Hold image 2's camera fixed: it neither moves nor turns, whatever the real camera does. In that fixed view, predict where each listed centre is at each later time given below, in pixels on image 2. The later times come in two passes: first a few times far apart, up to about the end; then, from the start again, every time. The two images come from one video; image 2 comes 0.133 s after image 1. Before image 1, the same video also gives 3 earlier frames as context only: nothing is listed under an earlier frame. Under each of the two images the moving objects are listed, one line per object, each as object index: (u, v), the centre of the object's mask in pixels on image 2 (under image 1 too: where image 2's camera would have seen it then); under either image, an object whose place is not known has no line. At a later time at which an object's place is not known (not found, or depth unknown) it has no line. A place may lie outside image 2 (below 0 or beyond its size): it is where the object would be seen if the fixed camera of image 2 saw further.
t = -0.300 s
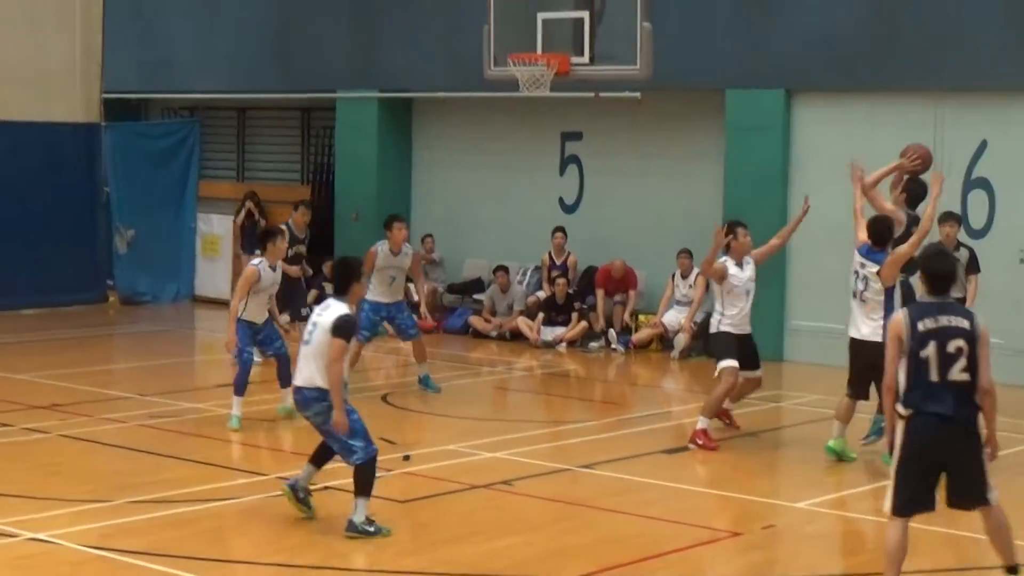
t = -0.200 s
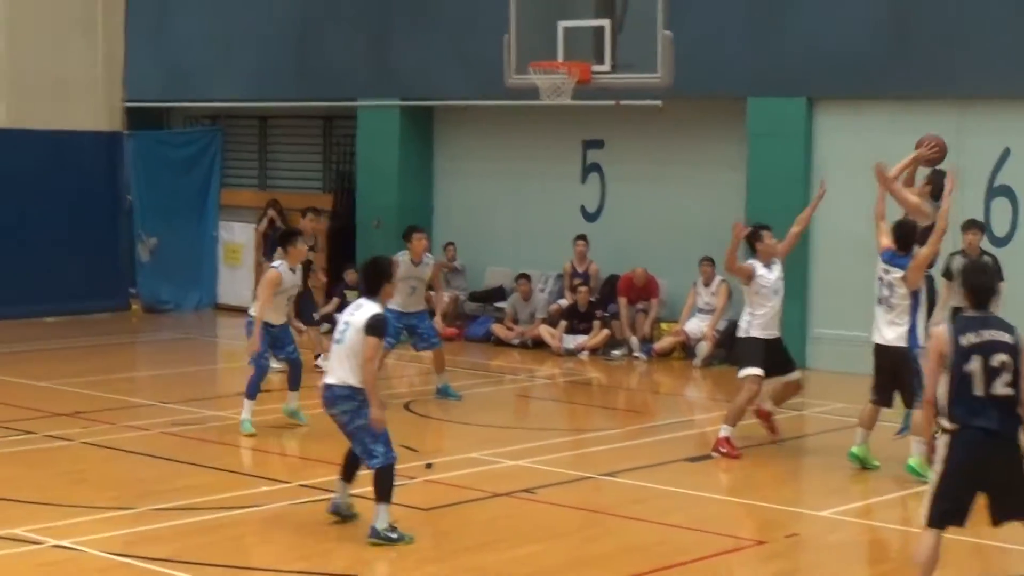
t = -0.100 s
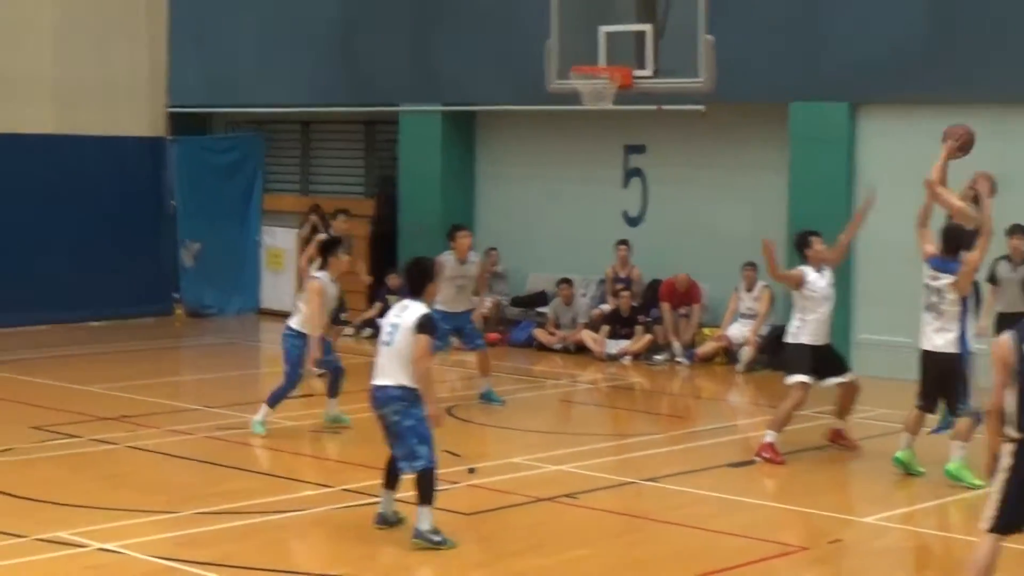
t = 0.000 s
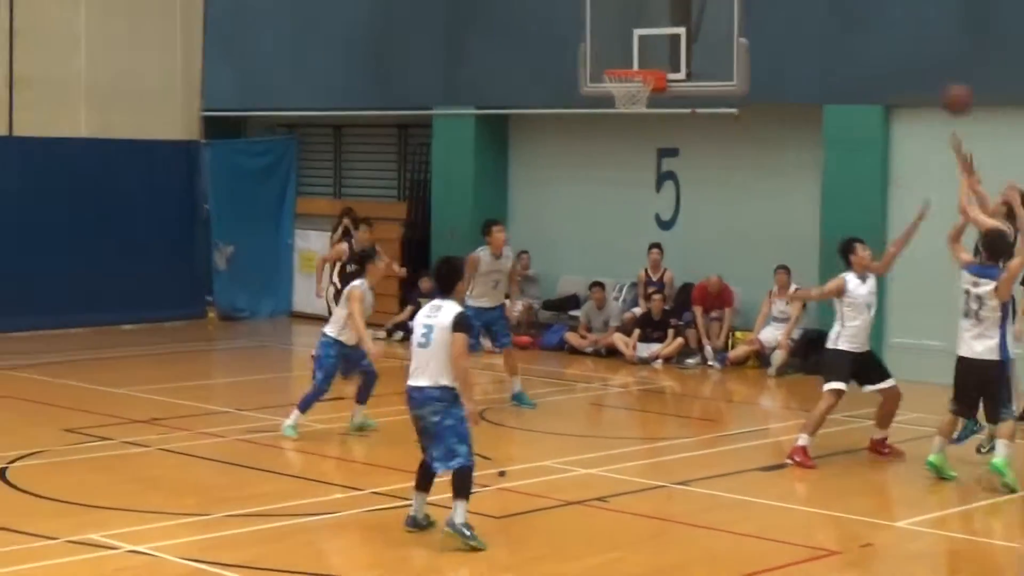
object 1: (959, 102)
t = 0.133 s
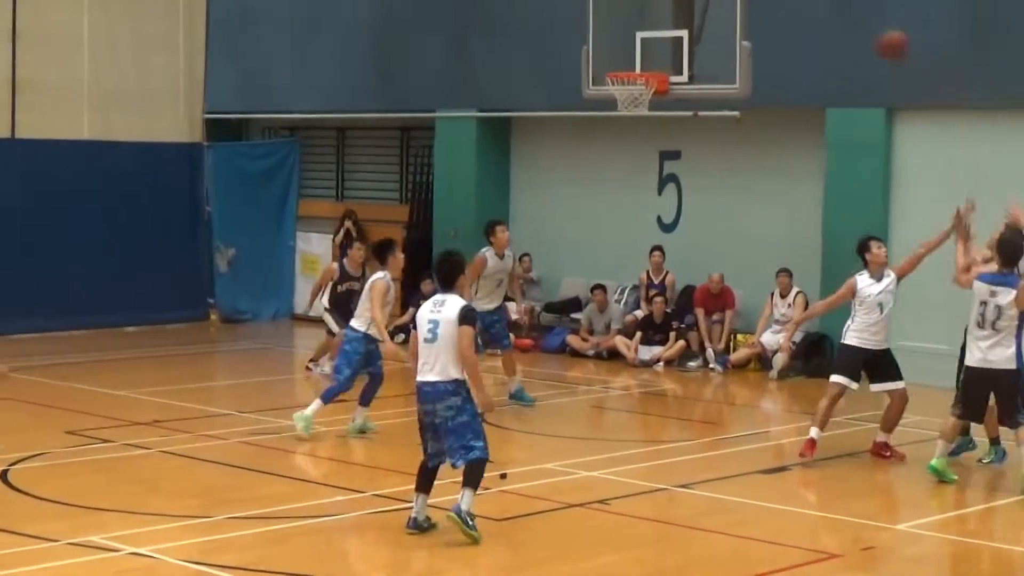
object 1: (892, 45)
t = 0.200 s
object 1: (860, 25)
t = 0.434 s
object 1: (753, 6)
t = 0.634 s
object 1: (671, 32)
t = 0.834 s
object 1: (641, 68)
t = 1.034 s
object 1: (612, 98)
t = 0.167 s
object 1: (876, 34)
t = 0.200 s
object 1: (860, 25)
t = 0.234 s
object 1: (845, 17)
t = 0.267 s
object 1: (829, 12)
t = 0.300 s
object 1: (813, 9)
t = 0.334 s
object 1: (797, 7)
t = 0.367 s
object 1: (782, 6)
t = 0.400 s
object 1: (767, 6)
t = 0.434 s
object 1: (753, 6)
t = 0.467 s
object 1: (738, 7)
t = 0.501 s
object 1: (724, 9)
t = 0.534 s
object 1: (712, 12)
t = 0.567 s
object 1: (697, 18)
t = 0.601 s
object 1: (684, 24)
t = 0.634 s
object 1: (671, 32)
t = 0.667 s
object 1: (656, 43)
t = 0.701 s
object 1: (645, 52)
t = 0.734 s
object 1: (630, 62)
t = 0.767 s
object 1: (624, 66)
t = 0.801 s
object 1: (636, 68)
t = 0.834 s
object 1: (641, 68)
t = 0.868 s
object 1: (635, 81)
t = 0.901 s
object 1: (629, 86)
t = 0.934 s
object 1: (622, 87)
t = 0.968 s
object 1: (615, 91)
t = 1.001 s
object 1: (611, 97)
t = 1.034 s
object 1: (612, 98)
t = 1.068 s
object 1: (612, 98)
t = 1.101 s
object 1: (612, 100)
